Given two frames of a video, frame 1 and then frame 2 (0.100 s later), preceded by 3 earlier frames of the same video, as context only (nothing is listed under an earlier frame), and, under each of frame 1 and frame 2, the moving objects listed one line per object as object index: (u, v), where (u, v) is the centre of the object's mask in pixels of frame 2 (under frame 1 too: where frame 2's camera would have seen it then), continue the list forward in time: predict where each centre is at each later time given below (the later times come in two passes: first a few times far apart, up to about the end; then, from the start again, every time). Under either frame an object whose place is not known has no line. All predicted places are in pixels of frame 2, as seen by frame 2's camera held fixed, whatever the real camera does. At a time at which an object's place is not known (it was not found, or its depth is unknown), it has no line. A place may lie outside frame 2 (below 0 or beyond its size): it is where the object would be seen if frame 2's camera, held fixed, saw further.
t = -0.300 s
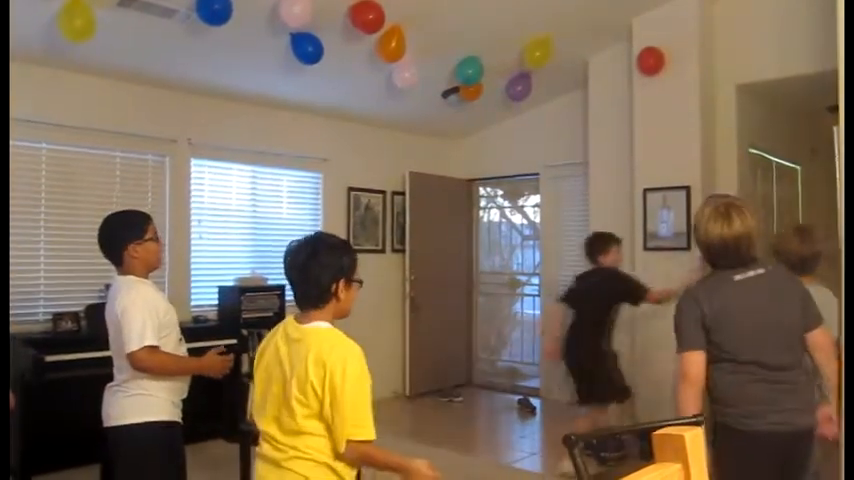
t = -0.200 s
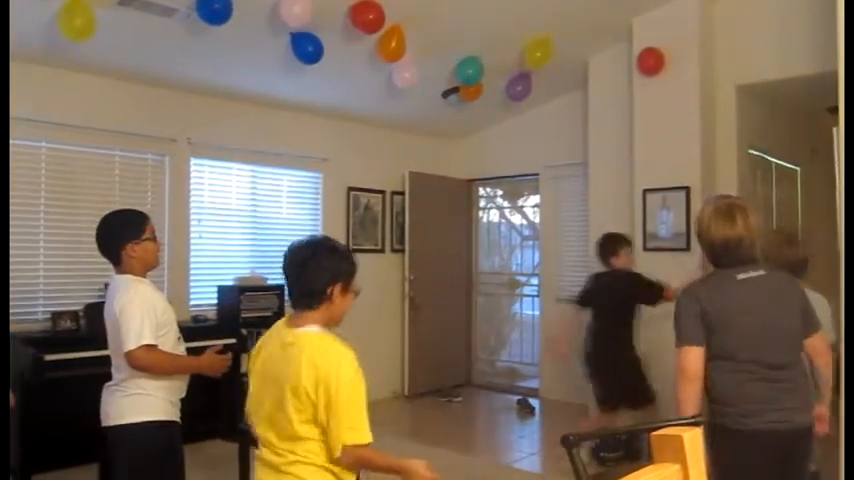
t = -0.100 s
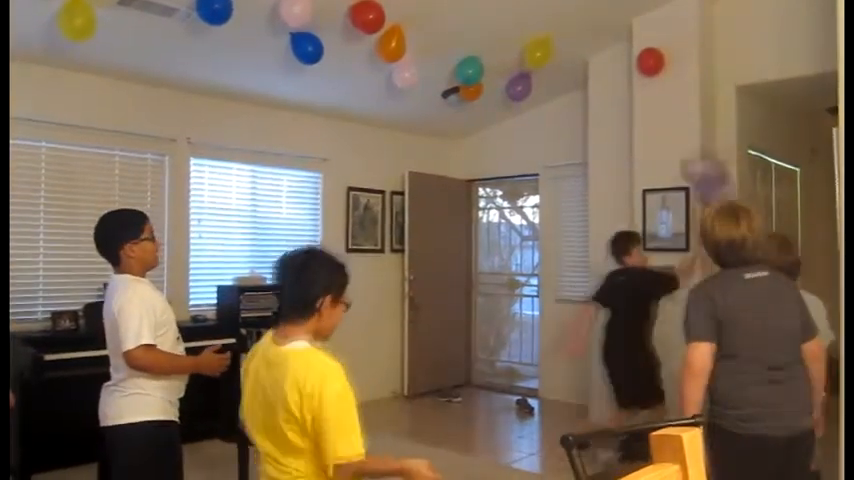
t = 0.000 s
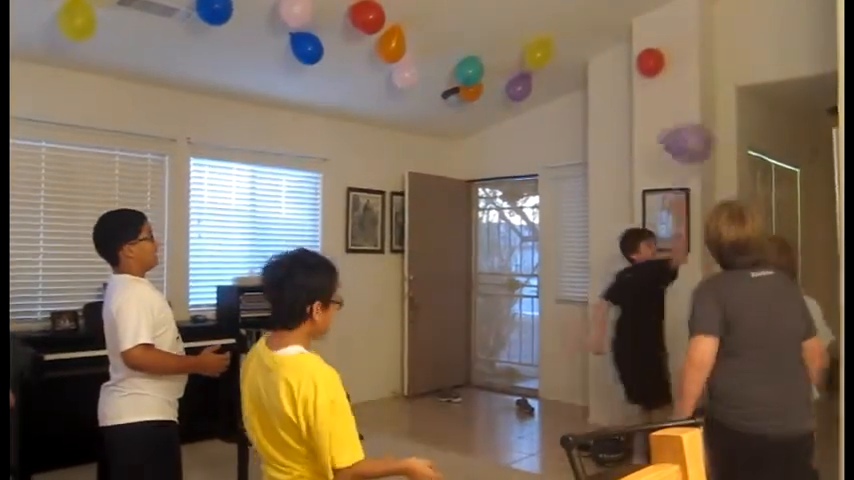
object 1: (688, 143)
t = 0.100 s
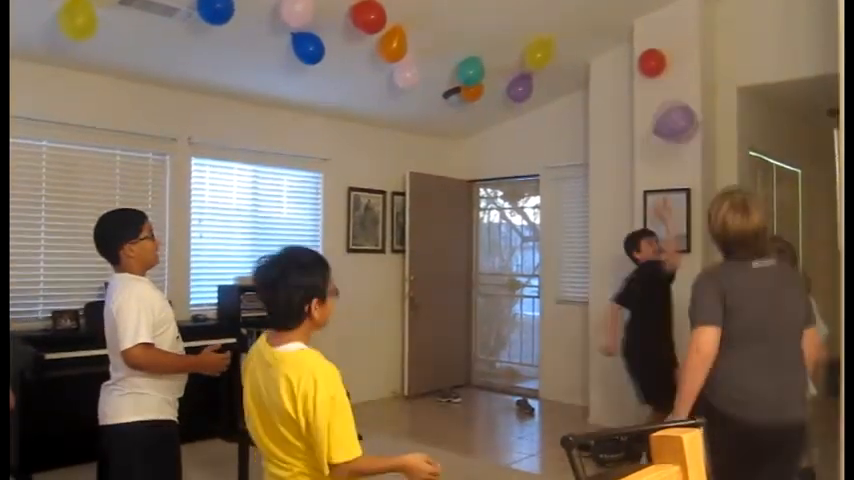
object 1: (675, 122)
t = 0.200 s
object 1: (662, 111)
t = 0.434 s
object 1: (644, 111)
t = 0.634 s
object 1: (634, 119)
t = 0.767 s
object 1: (630, 131)
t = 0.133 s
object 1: (671, 117)
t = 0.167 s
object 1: (667, 114)
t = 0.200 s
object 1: (662, 111)
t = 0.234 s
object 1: (659, 110)
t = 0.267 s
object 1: (656, 110)
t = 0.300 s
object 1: (653, 109)
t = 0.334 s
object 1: (651, 109)
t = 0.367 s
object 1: (649, 109)
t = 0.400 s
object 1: (646, 110)
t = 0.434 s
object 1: (644, 111)
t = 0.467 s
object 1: (642, 112)
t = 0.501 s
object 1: (641, 113)
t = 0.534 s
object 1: (638, 114)
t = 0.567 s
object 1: (637, 115)
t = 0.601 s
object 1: (636, 116)
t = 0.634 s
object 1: (634, 119)
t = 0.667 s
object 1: (633, 122)
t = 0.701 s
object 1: (631, 125)
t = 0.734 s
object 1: (631, 128)
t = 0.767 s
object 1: (630, 131)
